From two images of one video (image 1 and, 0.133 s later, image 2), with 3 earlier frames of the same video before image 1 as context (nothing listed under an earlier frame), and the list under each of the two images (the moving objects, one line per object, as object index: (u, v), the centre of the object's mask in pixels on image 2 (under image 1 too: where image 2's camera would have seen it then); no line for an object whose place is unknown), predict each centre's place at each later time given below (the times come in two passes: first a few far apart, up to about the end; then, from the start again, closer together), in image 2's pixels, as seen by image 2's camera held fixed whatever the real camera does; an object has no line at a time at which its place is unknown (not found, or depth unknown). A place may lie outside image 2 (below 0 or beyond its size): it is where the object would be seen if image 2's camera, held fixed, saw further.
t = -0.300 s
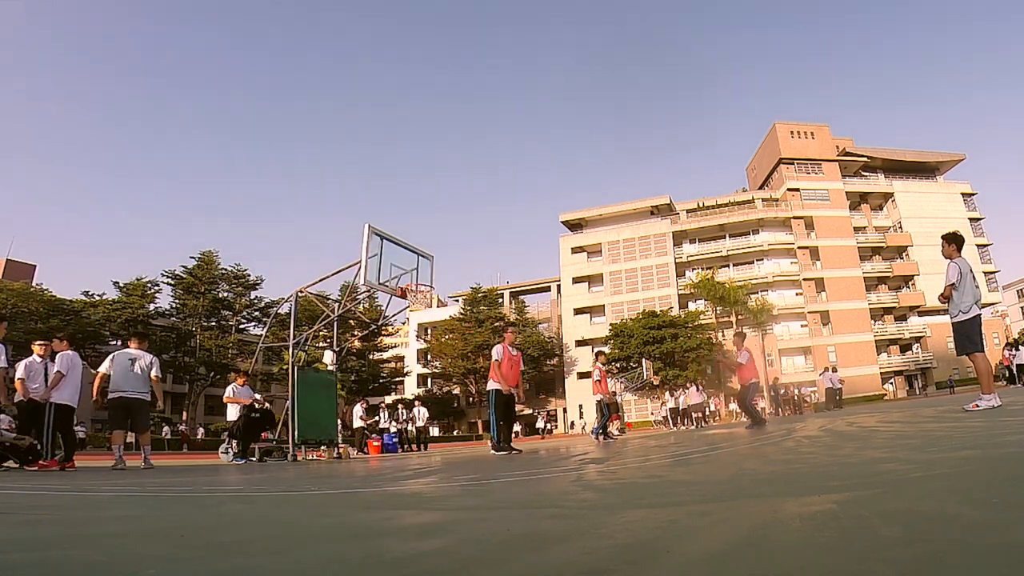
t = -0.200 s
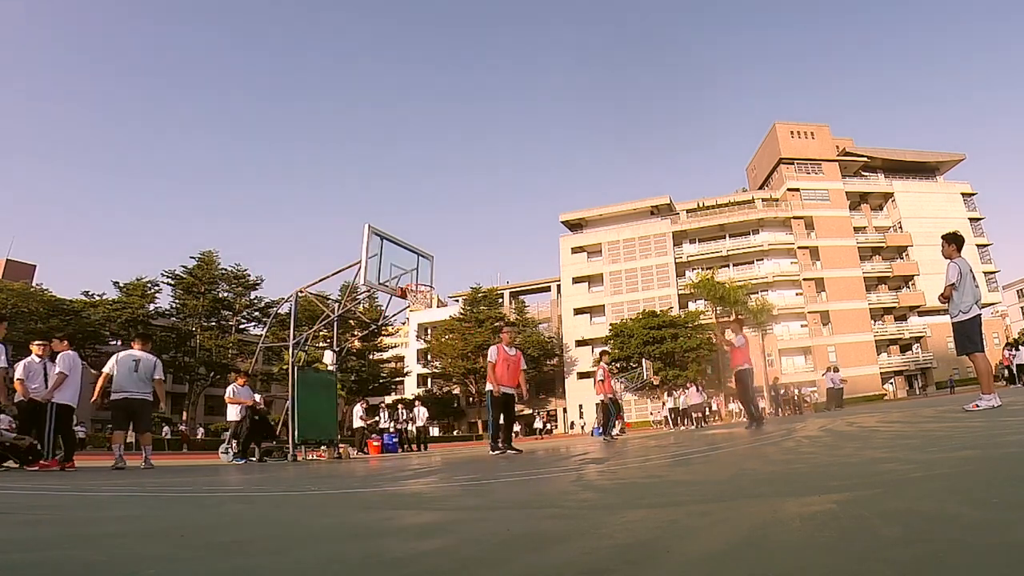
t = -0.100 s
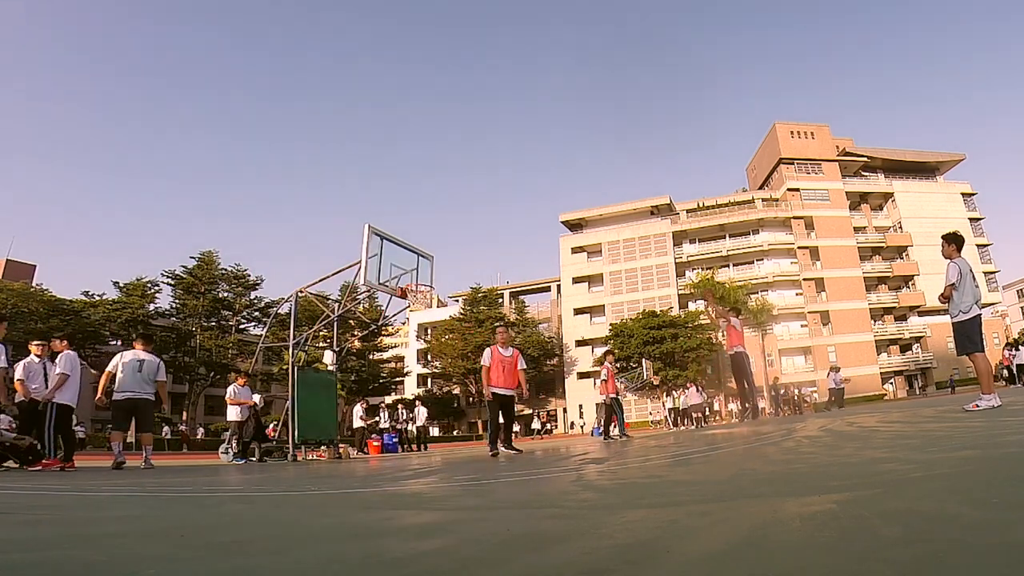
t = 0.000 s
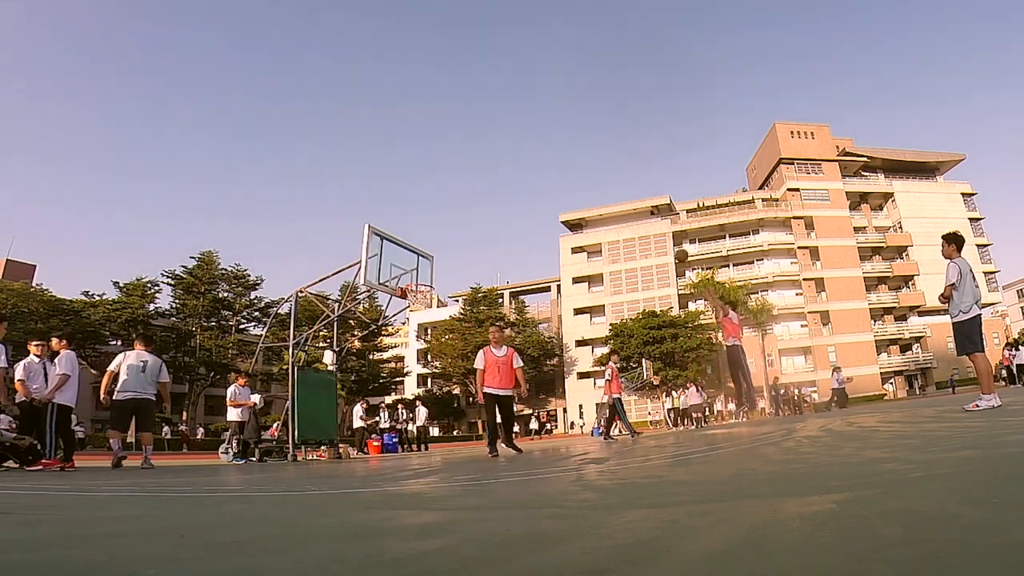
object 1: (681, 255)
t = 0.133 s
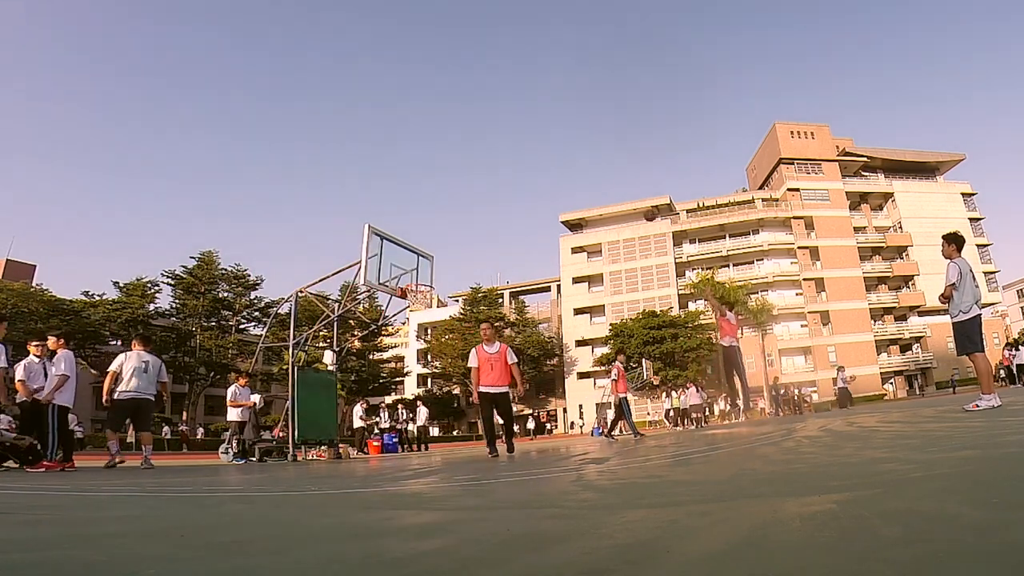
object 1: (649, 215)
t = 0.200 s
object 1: (635, 199)
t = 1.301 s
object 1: (421, 251)
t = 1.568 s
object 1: (409, 256)
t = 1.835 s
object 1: (428, 250)
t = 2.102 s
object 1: (447, 284)
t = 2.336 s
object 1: (467, 357)
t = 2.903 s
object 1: (478, 330)
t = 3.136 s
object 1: (473, 308)
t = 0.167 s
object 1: (642, 206)
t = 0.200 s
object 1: (635, 199)
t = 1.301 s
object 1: (421, 251)
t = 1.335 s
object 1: (414, 262)
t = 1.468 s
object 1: (402, 268)
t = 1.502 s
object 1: (404, 263)
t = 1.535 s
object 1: (406, 260)
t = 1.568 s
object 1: (409, 256)
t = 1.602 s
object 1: (411, 253)
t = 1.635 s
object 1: (414, 251)
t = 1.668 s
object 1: (416, 249)
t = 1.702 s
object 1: (418, 248)
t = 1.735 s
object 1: (421, 247)
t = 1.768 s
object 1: (423, 247)
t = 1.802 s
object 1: (425, 248)
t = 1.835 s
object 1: (428, 250)
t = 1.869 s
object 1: (430, 251)
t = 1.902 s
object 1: (433, 254)
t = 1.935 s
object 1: (435, 257)
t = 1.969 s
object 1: (437, 261)
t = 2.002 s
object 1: (440, 265)
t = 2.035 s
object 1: (442, 271)
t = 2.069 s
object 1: (445, 277)
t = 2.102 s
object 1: (447, 284)
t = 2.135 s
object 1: (450, 292)
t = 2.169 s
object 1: (453, 300)
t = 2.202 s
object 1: (456, 310)
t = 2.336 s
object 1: (467, 357)
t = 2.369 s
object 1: (471, 373)
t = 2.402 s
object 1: (475, 388)
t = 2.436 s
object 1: (479, 404)
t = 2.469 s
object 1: (484, 422)
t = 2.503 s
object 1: (489, 441)
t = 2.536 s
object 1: (490, 441)
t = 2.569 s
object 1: (488, 428)
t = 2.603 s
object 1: (488, 415)
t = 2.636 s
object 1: (486, 403)
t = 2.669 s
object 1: (485, 392)
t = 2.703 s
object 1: (483, 380)
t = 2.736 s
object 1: (482, 370)
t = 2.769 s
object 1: (481, 361)
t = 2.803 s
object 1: (481, 352)
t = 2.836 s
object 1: (479, 343)
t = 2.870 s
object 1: (478, 337)
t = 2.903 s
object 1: (478, 330)
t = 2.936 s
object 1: (477, 325)
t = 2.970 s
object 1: (476, 320)
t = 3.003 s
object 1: (476, 316)
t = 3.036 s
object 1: (475, 313)
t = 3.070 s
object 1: (474, 311)
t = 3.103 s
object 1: (474, 309)
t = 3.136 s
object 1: (473, 308)
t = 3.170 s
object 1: (472, 308)
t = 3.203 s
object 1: (471, 309)
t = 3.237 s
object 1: (471, 310)
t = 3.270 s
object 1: (471, 312)
